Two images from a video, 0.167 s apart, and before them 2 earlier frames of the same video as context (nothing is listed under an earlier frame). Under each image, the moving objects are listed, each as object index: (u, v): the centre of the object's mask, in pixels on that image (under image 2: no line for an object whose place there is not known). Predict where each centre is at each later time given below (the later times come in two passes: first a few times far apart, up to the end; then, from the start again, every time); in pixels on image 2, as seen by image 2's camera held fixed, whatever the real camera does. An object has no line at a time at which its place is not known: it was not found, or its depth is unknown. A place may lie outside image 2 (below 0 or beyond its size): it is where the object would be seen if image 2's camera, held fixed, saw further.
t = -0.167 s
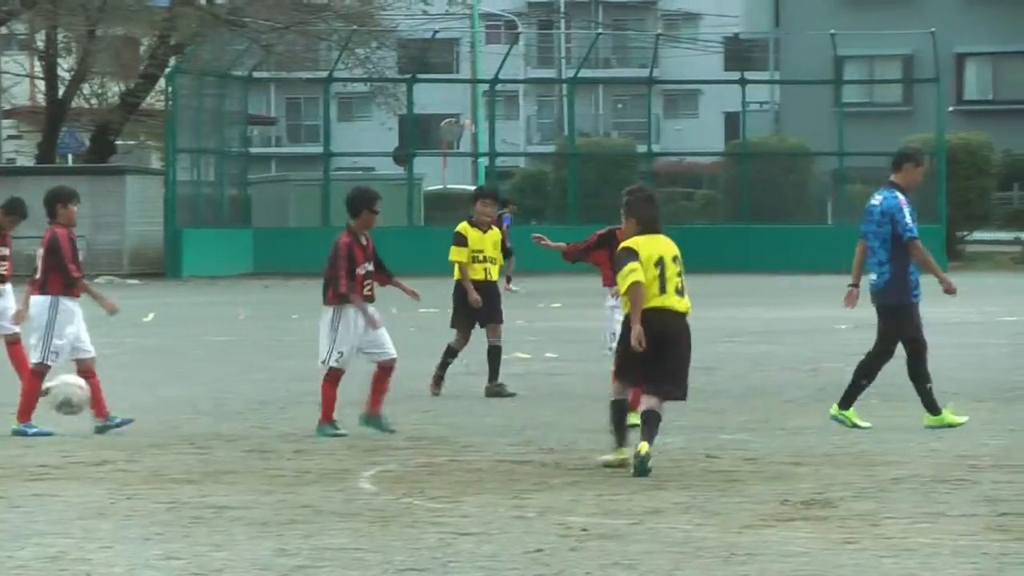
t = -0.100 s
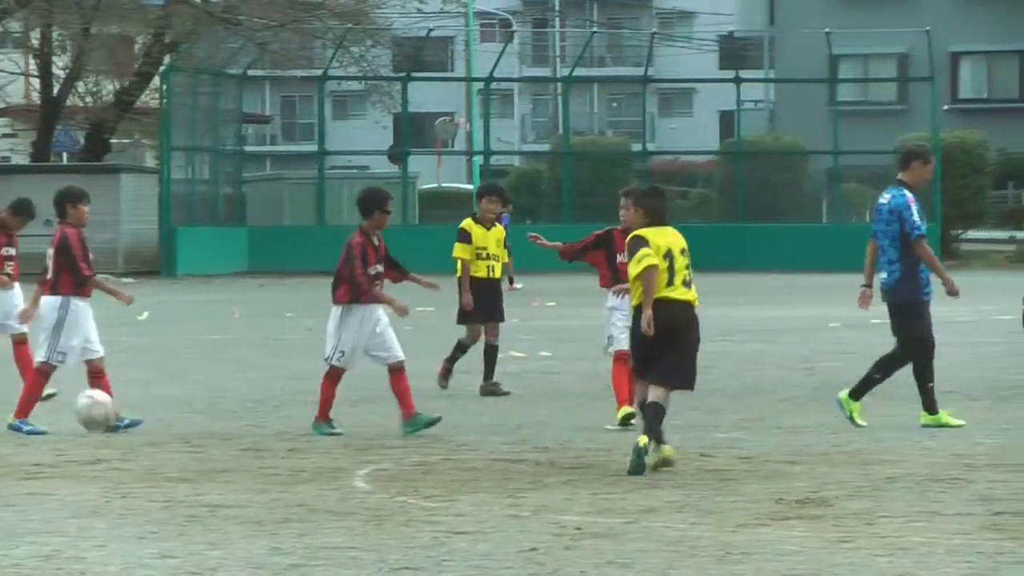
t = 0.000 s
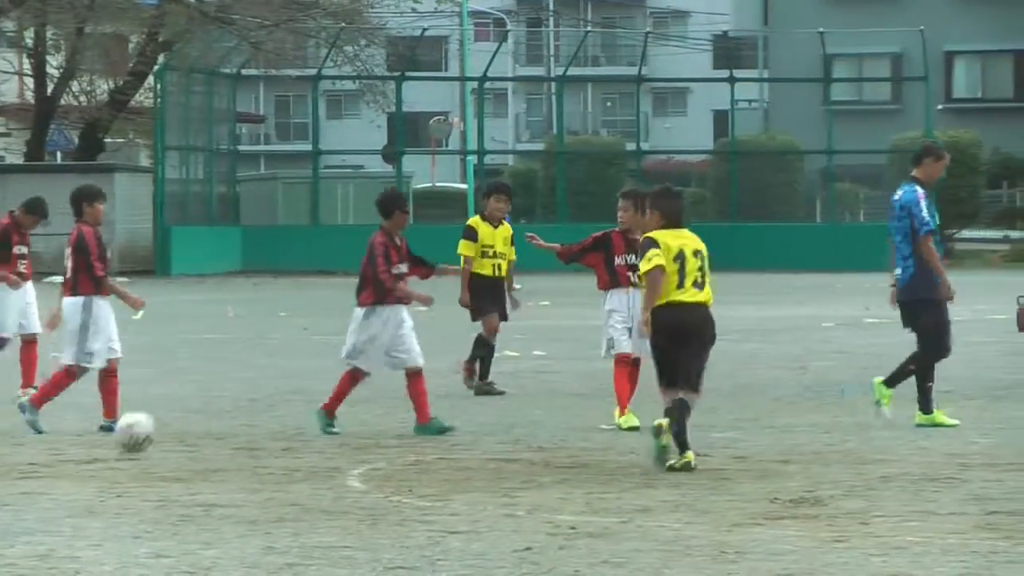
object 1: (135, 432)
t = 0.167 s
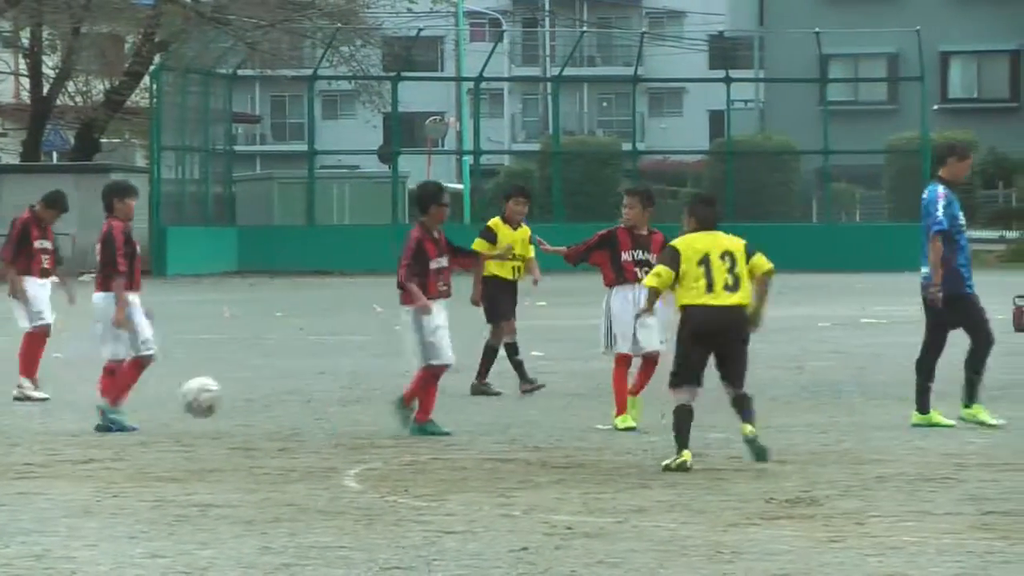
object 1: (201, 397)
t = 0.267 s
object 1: (245, 400)
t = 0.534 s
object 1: (359, 410)
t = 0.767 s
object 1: (459, 428)
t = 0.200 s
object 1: (216, 396)
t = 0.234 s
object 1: (230, 397)
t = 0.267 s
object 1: (245, 400)
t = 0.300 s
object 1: (258, 406)
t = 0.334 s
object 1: (272, 413)
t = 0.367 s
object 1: (287, 423)
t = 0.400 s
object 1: (301, 435)
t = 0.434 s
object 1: (315, 428)
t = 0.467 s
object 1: (329, 420)
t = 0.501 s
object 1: (344, 414)
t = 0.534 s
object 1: (359, 410)
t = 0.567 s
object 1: (373, 408)
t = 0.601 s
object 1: (388, 409)
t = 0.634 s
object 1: (402, 411)
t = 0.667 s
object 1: (417, 416)
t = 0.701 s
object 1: (431, 423)
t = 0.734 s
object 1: (446, 432)
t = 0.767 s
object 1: (459, 428)
